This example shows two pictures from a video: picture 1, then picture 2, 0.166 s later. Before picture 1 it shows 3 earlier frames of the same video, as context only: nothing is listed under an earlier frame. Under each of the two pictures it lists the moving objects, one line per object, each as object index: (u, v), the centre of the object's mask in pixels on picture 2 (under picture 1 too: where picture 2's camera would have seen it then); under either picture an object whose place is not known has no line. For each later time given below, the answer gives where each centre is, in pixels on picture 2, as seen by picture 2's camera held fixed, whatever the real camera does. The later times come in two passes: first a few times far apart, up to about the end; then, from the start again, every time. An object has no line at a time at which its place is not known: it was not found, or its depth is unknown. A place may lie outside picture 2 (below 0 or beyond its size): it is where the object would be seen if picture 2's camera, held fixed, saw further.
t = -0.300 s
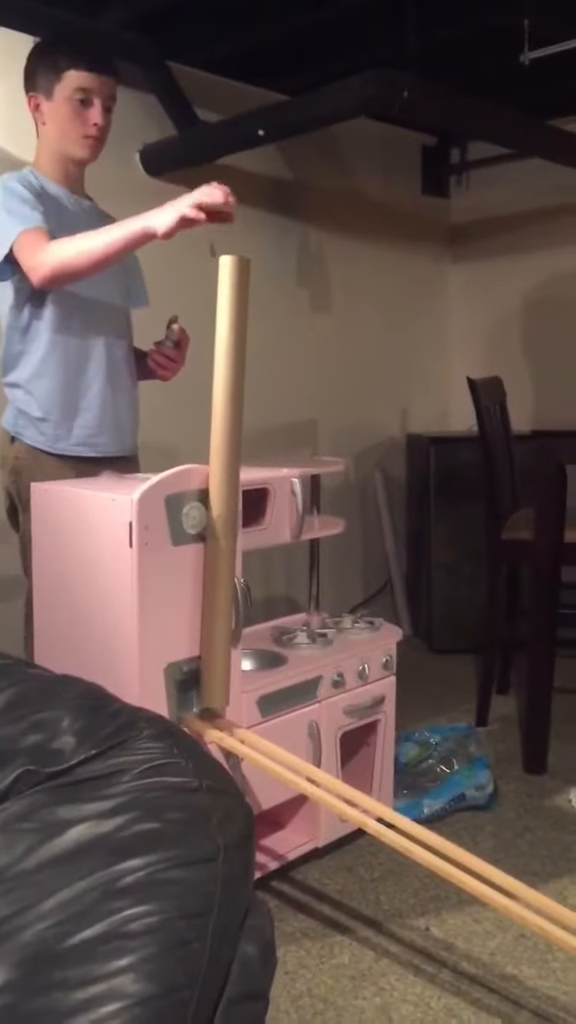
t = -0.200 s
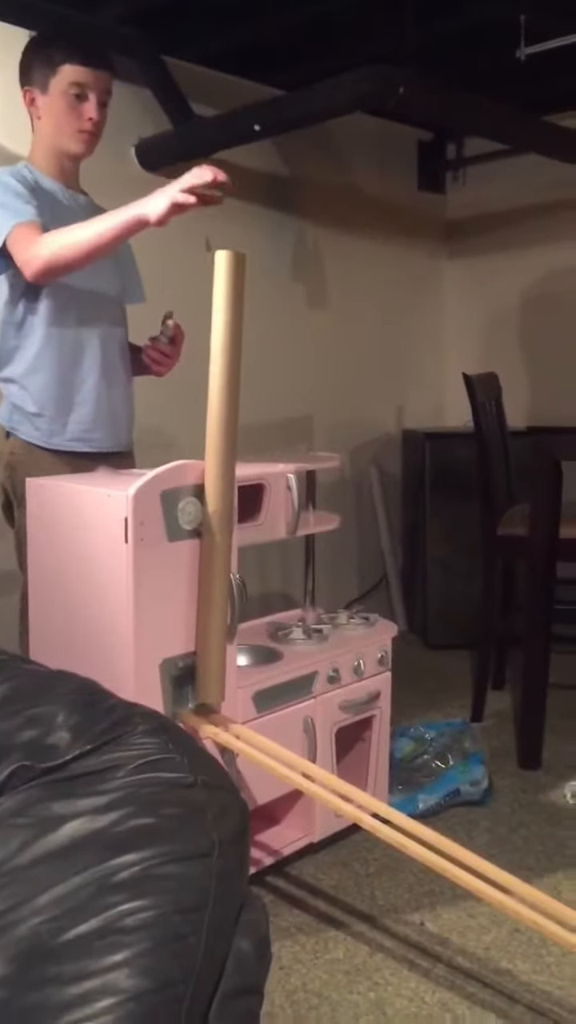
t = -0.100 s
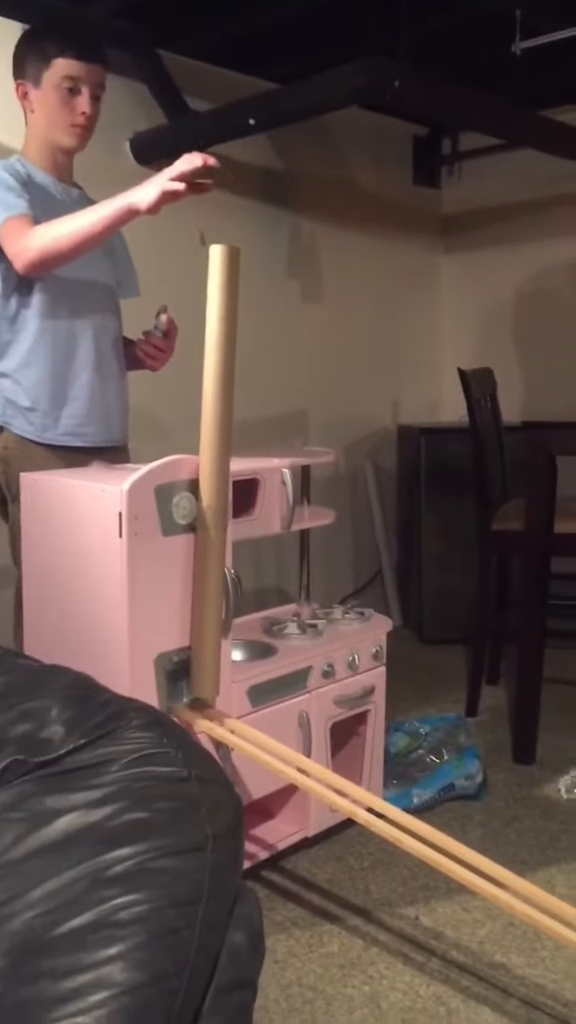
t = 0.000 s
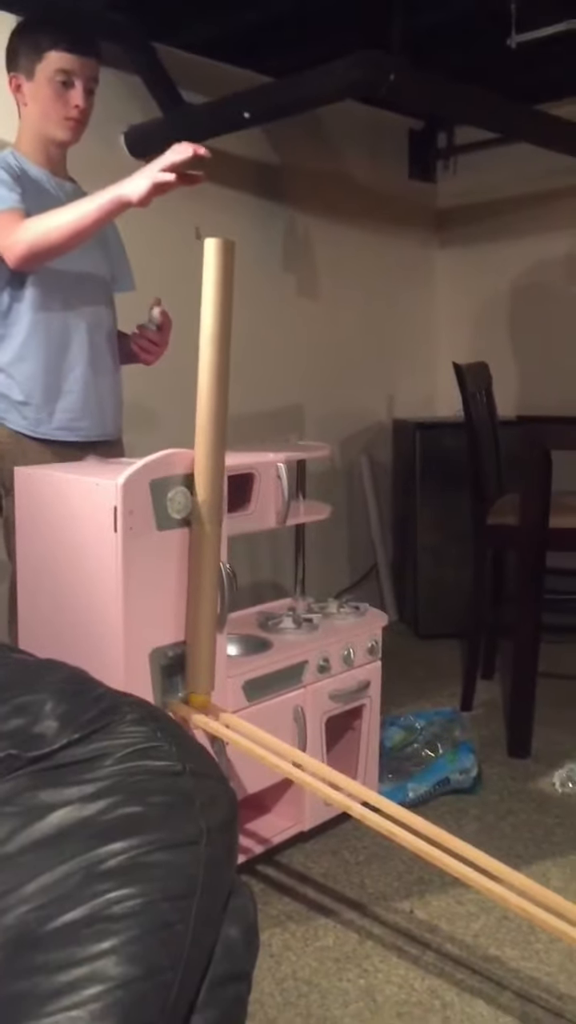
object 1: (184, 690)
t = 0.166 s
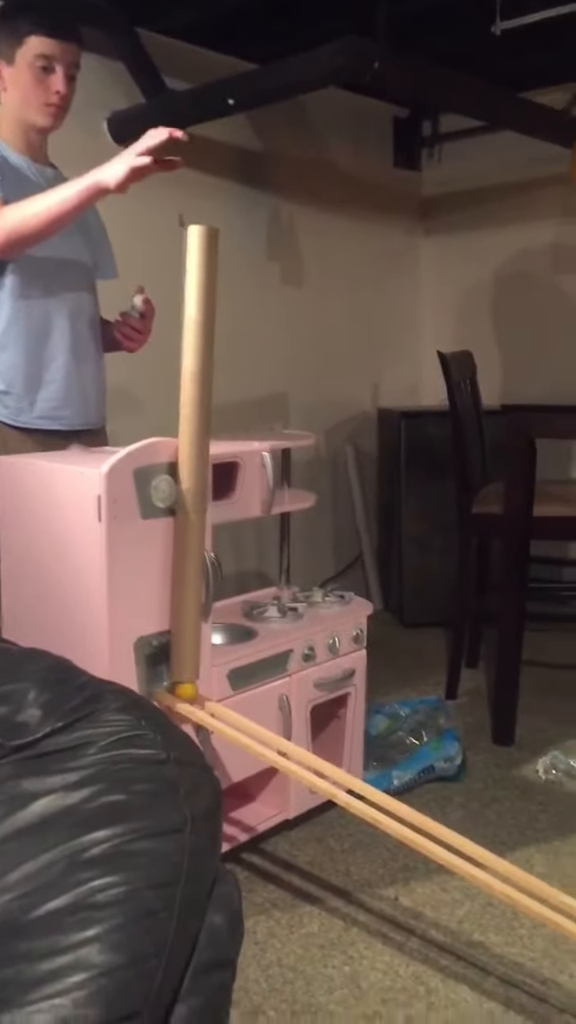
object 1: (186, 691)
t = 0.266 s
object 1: (193, 694)
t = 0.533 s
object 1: (230, 715)
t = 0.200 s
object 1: (188, 692)
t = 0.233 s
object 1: (190, 693)
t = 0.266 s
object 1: (193, 694)
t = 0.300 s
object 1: (197, 697)
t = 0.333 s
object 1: (200, 699)
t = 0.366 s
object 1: (204, 701)
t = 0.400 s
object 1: (209, 703)
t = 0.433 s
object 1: (214, 706)
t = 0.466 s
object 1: (218, 708)
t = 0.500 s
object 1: (225, 712)
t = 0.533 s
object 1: (230, 715)
